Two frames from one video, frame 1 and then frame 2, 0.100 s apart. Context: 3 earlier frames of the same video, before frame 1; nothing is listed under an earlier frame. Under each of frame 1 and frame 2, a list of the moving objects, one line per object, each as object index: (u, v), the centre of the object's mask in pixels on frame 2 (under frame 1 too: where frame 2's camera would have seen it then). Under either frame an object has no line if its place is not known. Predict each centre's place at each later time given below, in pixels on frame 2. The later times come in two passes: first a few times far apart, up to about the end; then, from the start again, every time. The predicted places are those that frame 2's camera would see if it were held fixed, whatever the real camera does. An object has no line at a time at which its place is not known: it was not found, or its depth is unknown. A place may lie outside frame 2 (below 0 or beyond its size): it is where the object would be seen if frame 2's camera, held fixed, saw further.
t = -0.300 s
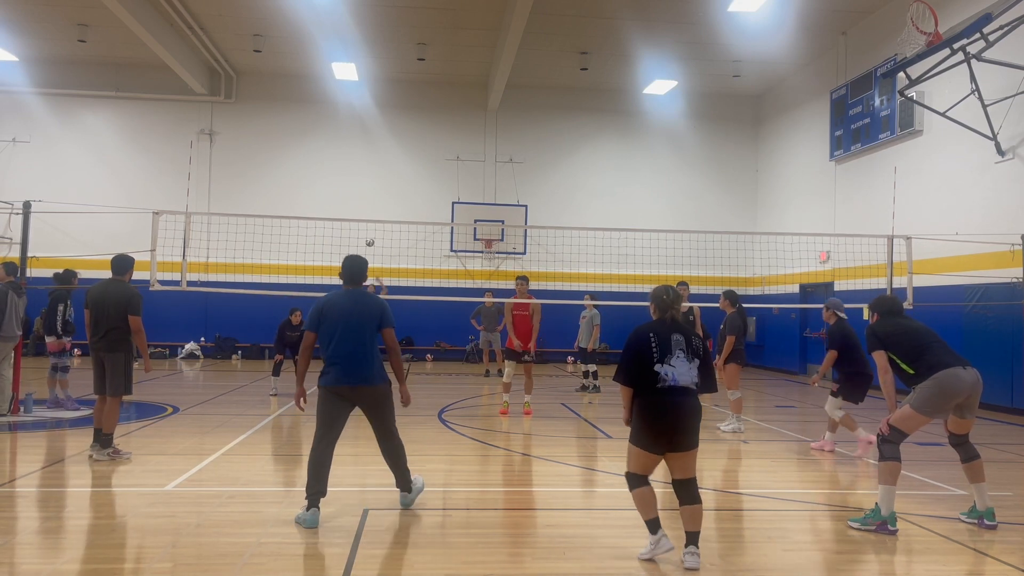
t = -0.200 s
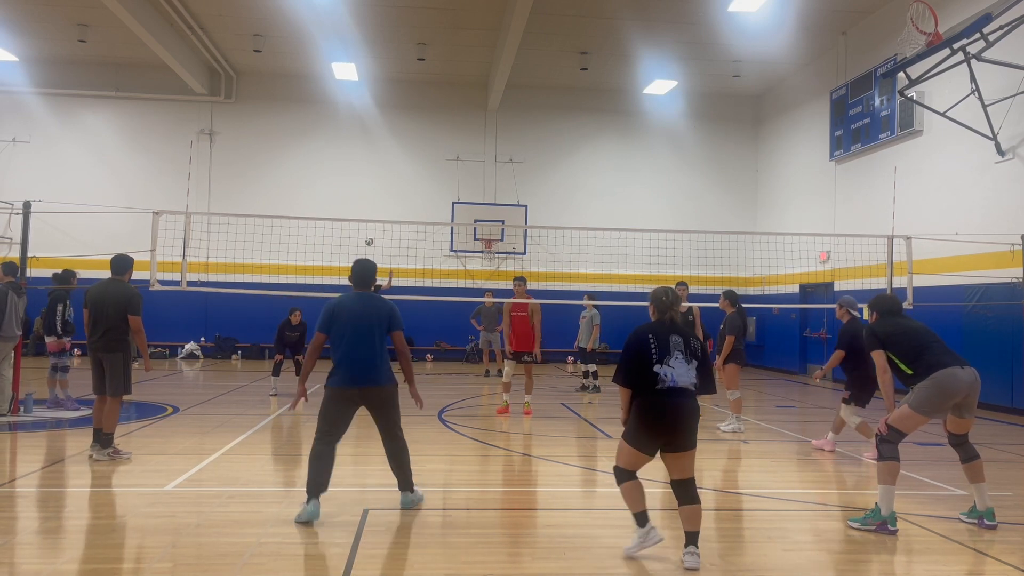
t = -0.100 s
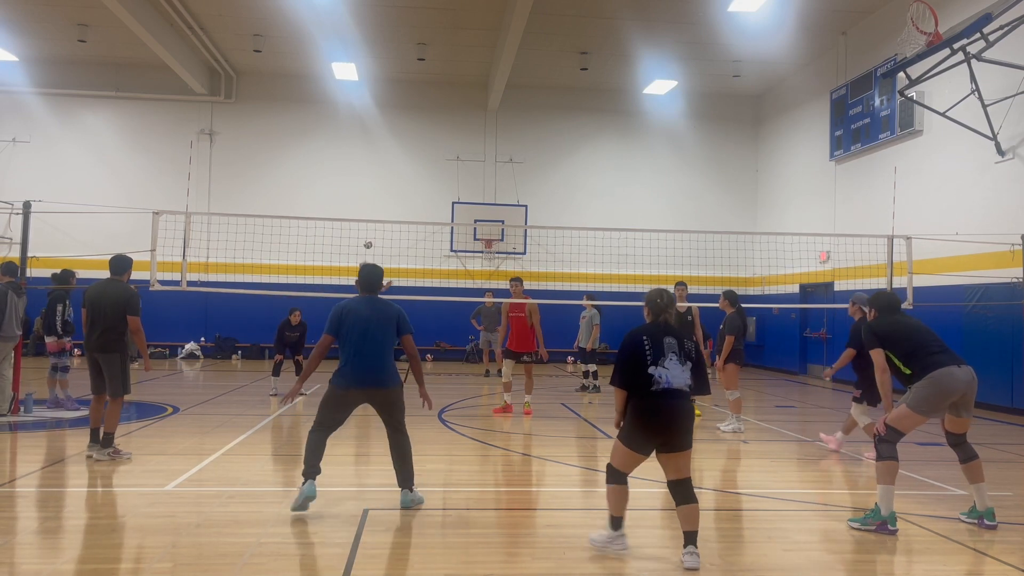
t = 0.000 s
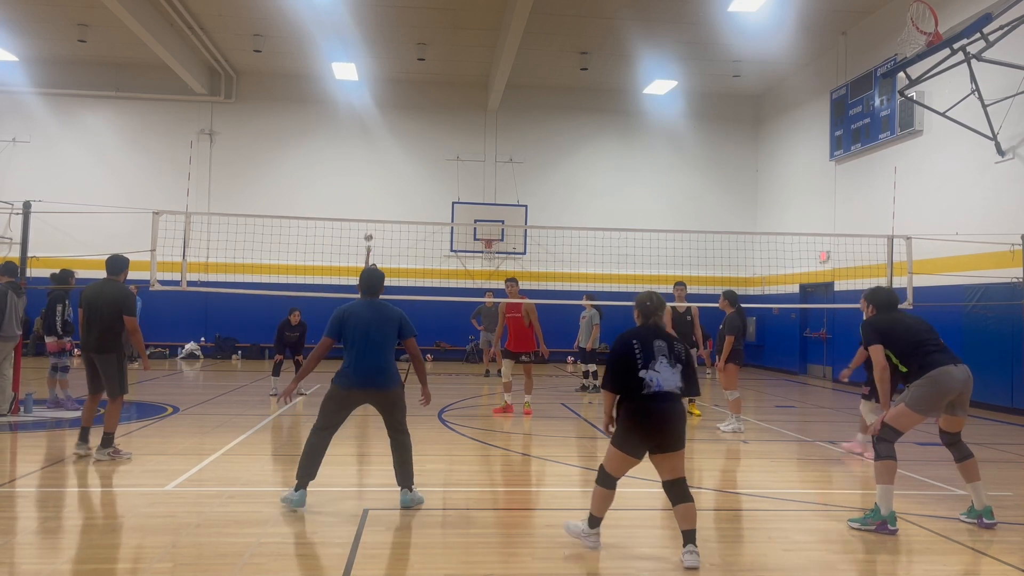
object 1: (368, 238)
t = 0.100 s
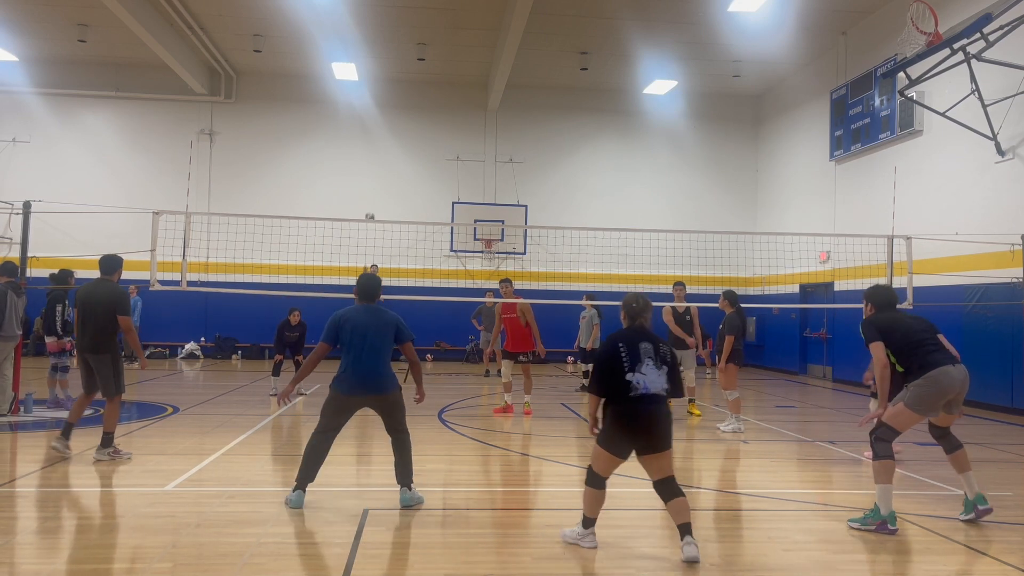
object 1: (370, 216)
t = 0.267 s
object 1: (371, 188)
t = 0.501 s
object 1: (367, 164)
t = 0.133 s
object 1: (370, 211)
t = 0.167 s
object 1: (370, 205)
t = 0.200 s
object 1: (371, 199)
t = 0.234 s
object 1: (371, 193)
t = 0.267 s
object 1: (371, 188)
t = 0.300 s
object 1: (371, 183)
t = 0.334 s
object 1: (371, 179)
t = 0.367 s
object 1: (370, 175)
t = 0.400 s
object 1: (370, 171)
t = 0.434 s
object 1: (369, 169)
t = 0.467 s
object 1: (369, 166)
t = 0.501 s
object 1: (367, 164)
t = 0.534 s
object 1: (366, 162)
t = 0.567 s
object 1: (364, 161)
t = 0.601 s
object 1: (362, 161)
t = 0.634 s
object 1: (360, 162)
